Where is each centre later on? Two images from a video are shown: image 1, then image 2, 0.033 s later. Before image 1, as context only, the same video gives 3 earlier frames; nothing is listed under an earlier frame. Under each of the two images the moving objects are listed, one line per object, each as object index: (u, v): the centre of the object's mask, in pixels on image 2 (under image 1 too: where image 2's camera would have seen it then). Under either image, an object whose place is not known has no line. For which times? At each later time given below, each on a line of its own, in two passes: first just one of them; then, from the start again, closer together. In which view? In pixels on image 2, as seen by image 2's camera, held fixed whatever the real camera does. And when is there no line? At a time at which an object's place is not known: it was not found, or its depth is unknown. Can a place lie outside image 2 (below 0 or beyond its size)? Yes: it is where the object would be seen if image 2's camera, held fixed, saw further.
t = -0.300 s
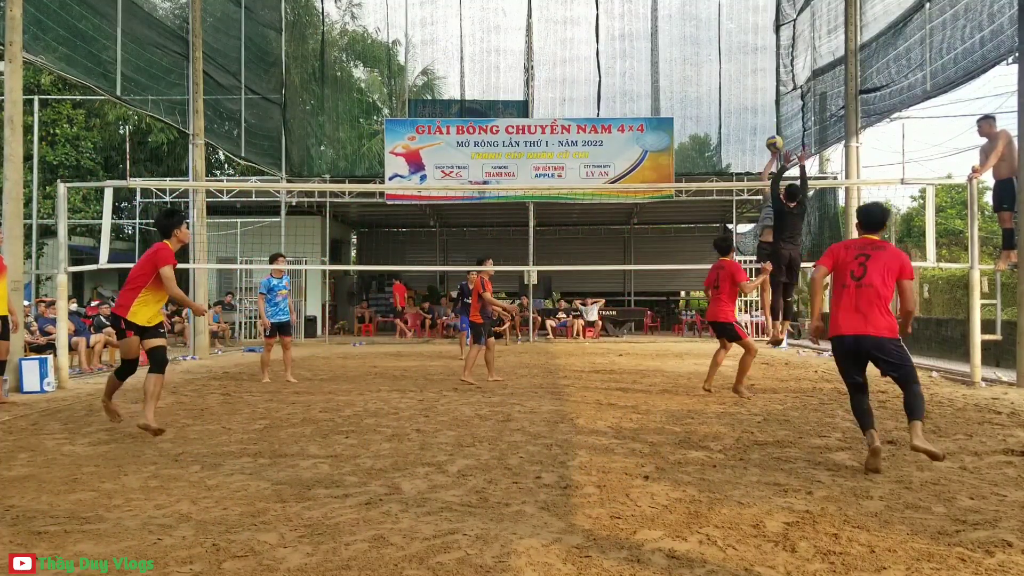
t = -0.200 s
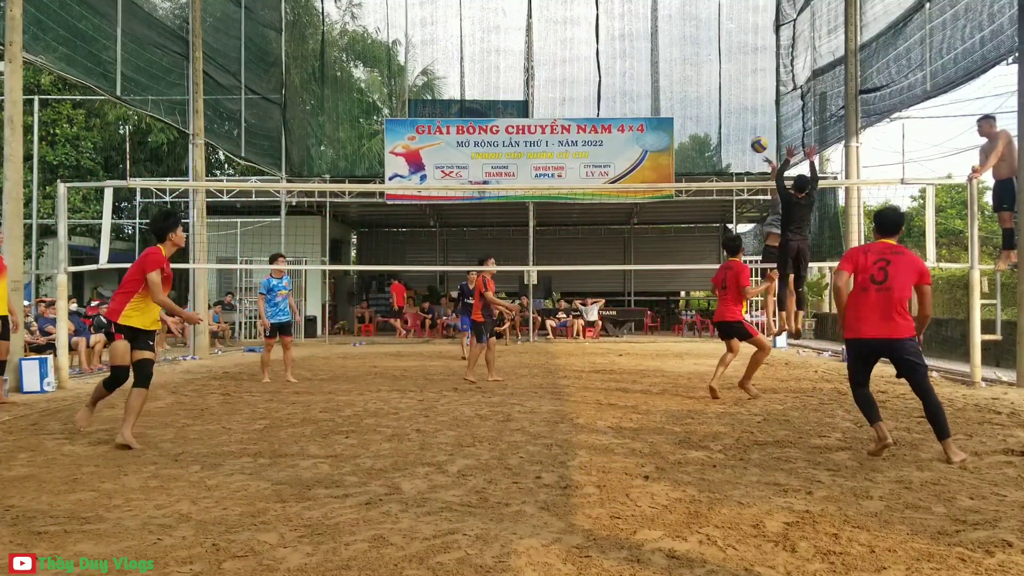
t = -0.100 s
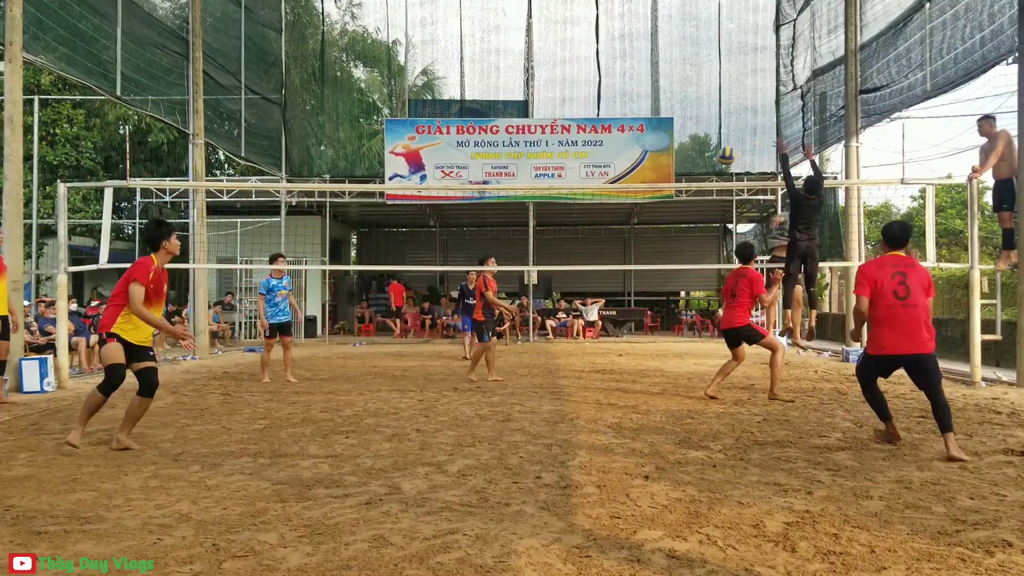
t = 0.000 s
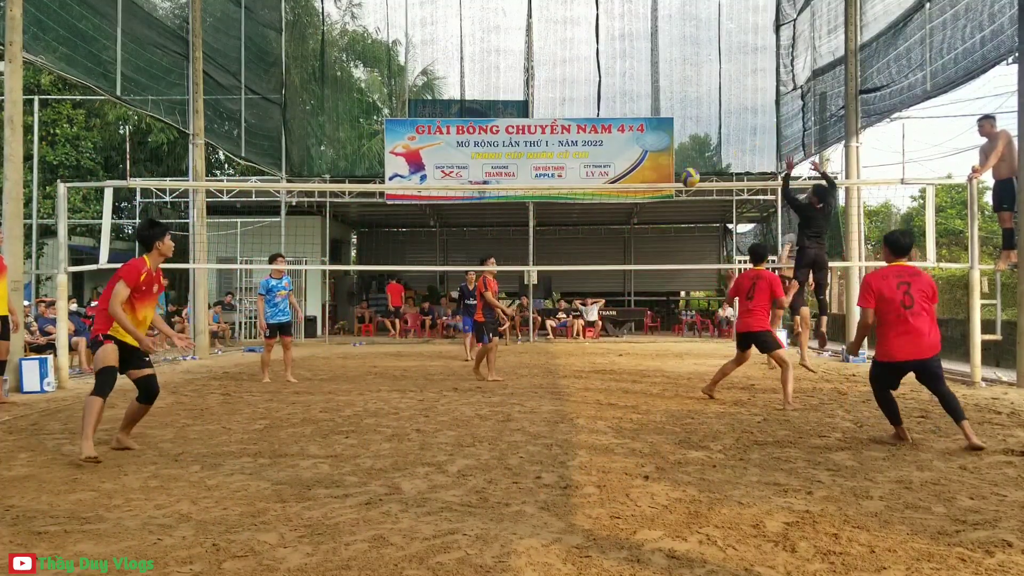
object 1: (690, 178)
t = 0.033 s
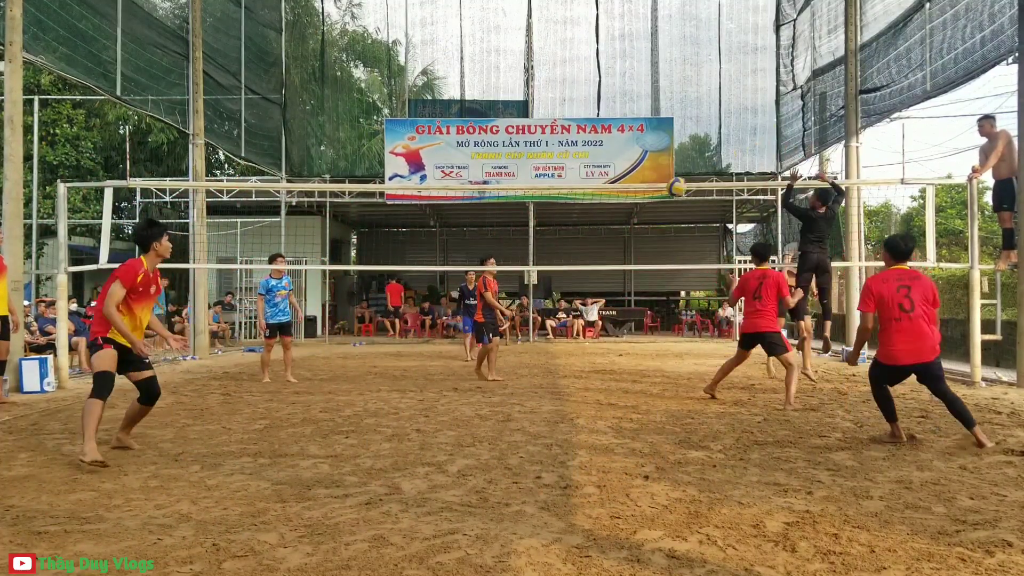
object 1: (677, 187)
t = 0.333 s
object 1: (523, 362)
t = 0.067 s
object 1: (664, 198)
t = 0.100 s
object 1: (648, 211)
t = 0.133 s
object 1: (633, 226)
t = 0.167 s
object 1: (617, 243)
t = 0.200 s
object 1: (600, 261)
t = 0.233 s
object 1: (583, 283)
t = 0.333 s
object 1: (523, 362)
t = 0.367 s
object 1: (501, 394)
